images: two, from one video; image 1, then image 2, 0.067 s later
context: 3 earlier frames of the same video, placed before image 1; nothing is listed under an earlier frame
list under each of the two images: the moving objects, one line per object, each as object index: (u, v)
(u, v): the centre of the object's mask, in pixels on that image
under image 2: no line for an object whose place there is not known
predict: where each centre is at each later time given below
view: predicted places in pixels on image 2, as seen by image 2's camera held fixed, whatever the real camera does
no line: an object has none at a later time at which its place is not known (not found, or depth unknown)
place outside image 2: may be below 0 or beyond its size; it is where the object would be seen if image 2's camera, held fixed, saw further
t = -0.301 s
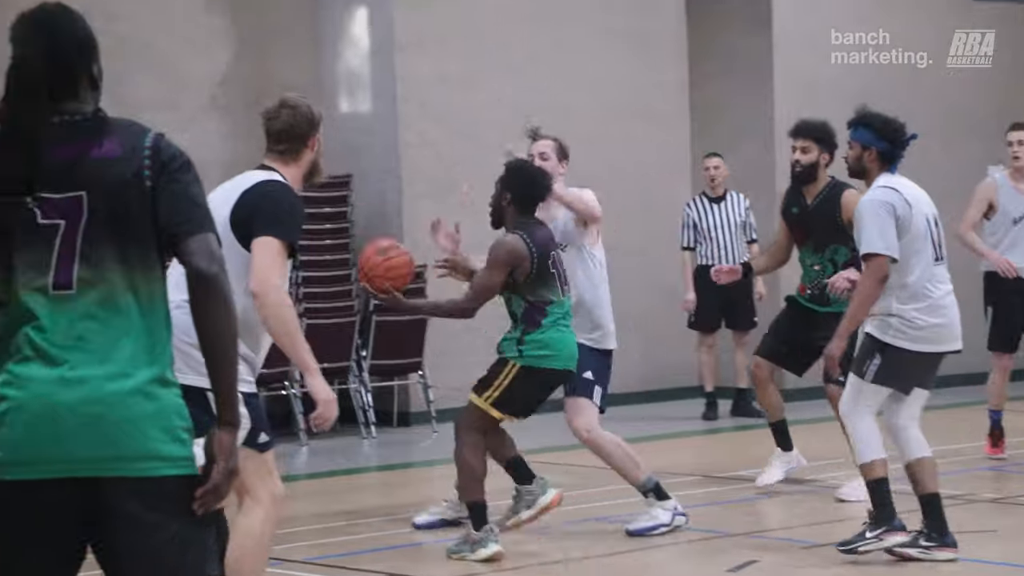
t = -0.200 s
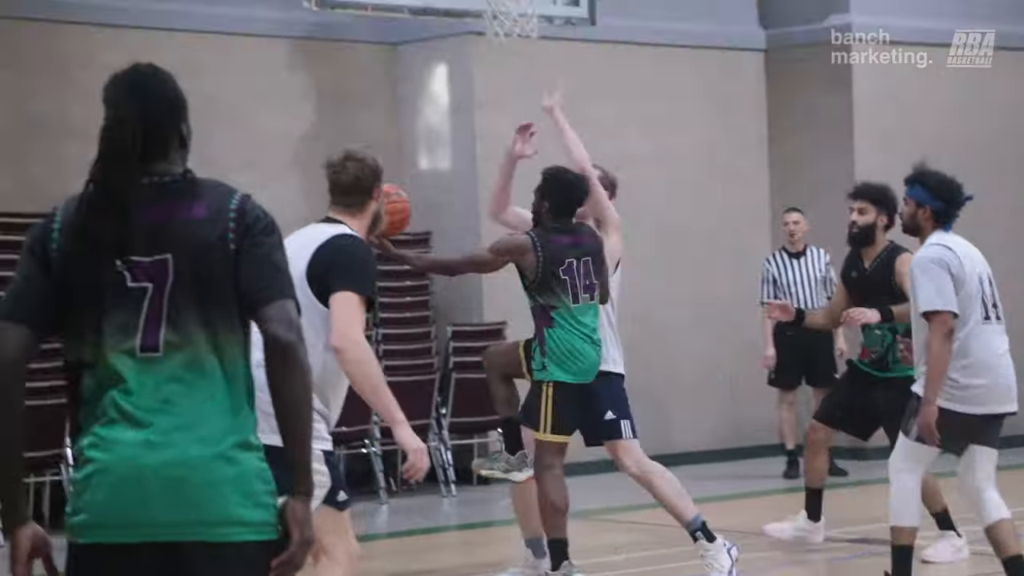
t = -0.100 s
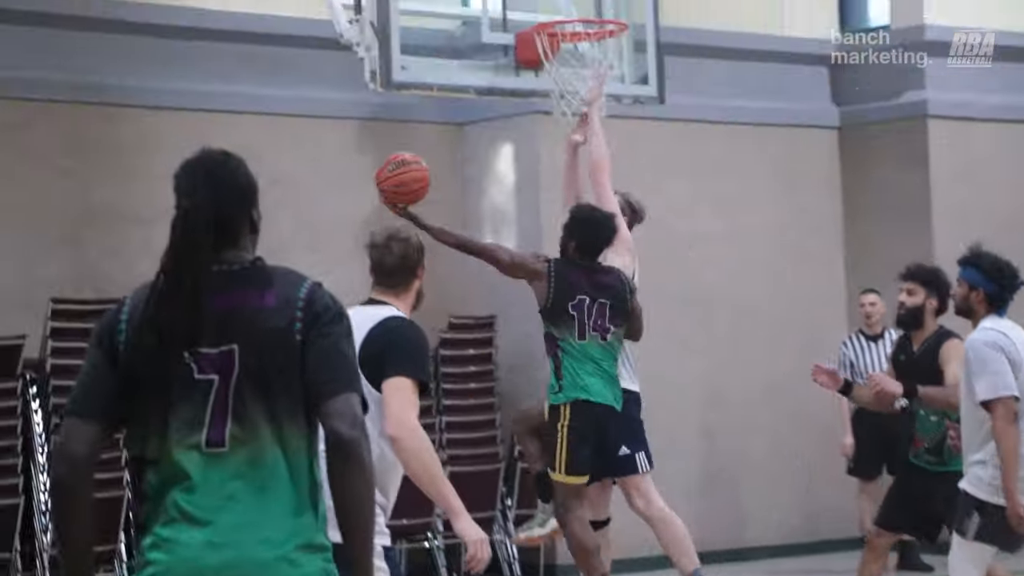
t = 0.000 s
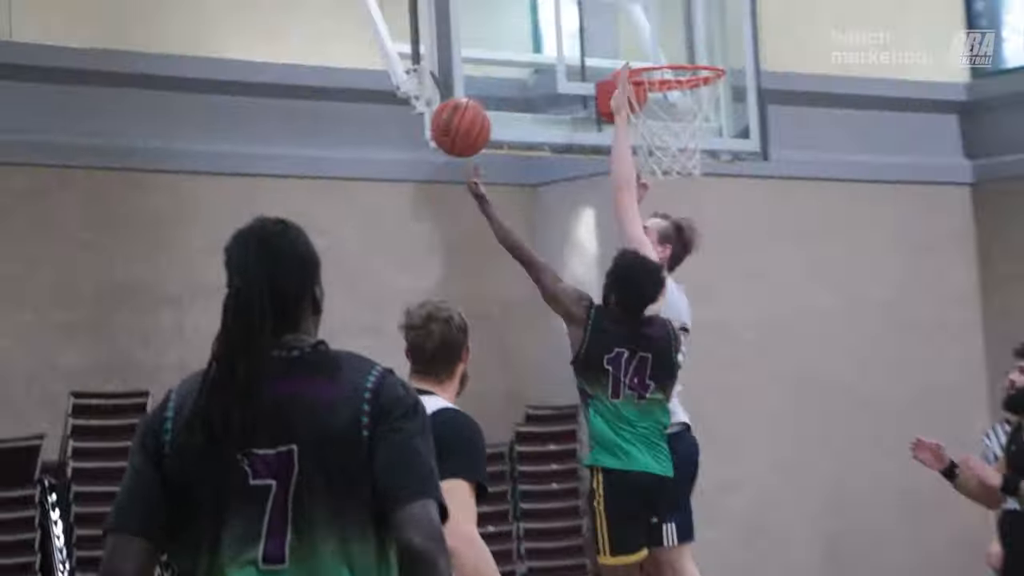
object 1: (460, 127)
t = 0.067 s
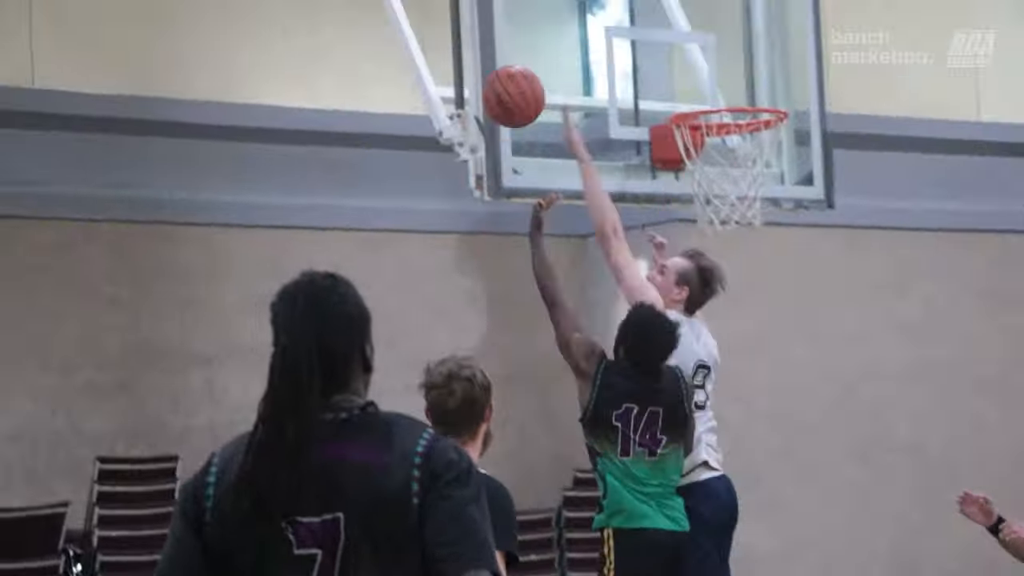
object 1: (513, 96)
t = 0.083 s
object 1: (515, 77)
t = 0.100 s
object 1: (517, 60)
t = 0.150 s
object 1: (522, 16)
